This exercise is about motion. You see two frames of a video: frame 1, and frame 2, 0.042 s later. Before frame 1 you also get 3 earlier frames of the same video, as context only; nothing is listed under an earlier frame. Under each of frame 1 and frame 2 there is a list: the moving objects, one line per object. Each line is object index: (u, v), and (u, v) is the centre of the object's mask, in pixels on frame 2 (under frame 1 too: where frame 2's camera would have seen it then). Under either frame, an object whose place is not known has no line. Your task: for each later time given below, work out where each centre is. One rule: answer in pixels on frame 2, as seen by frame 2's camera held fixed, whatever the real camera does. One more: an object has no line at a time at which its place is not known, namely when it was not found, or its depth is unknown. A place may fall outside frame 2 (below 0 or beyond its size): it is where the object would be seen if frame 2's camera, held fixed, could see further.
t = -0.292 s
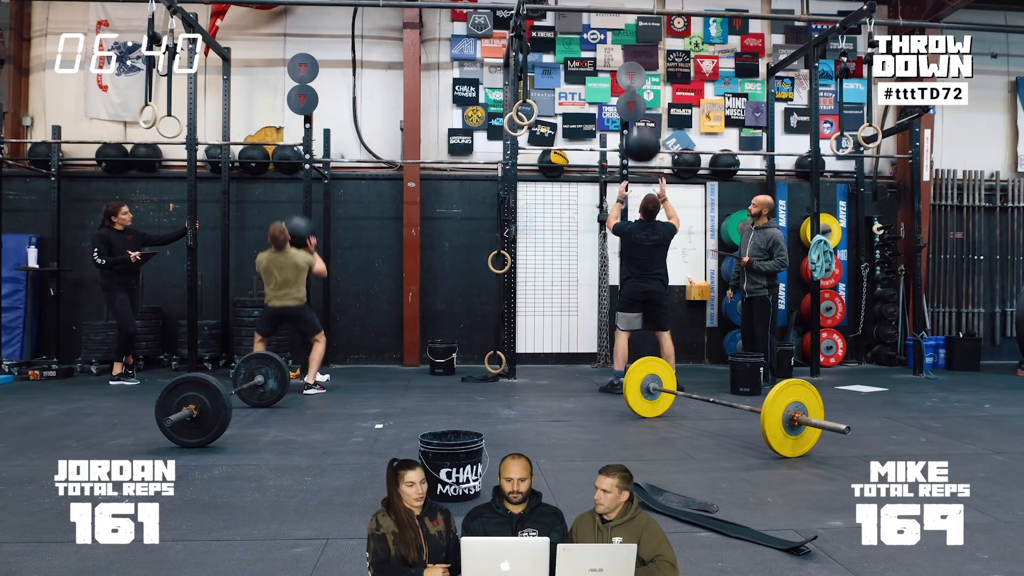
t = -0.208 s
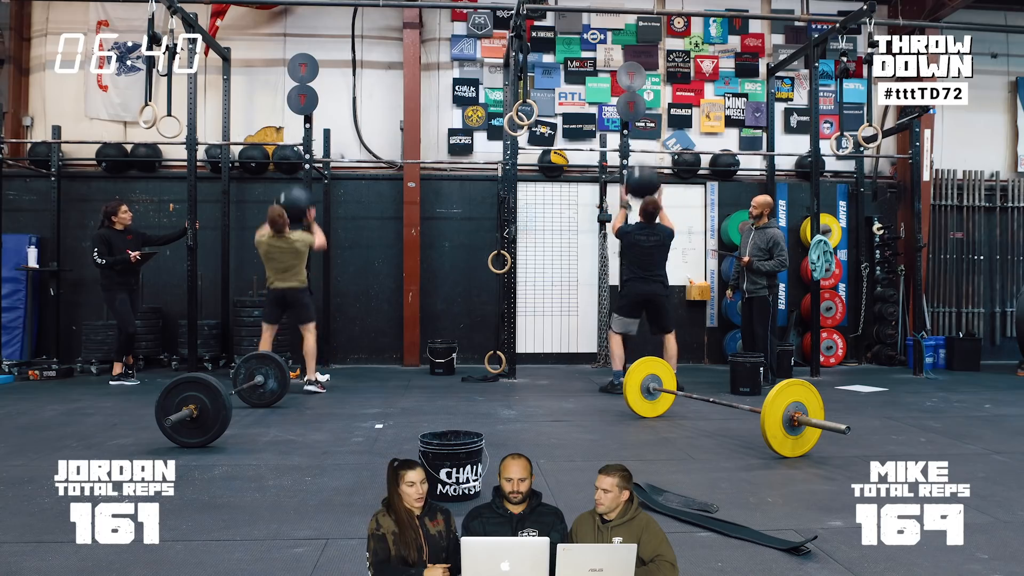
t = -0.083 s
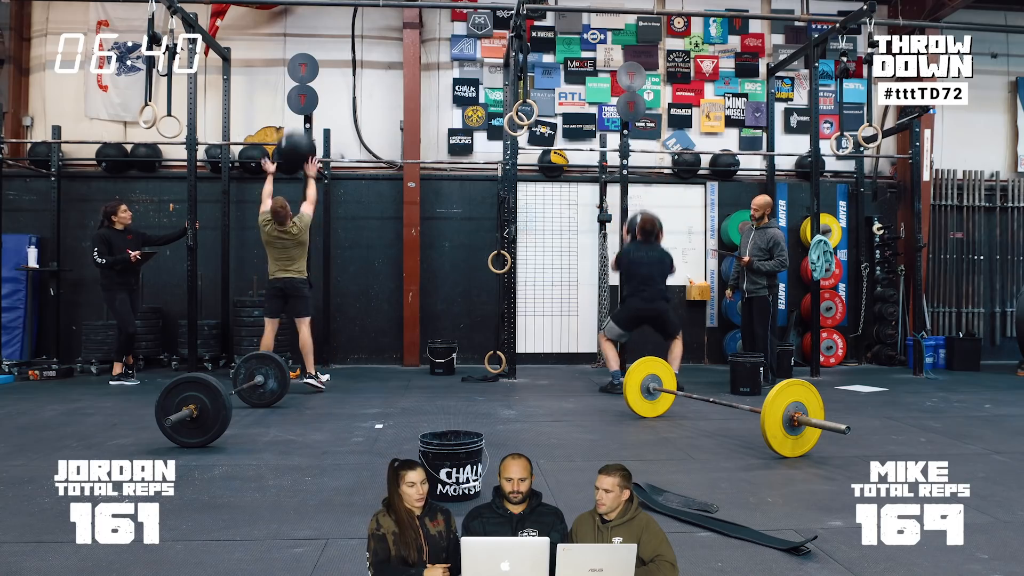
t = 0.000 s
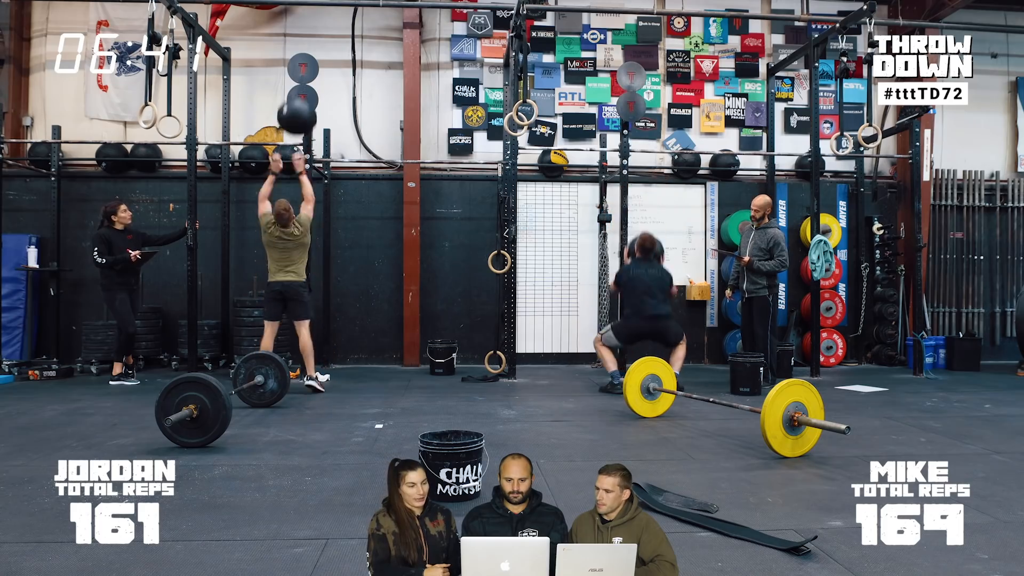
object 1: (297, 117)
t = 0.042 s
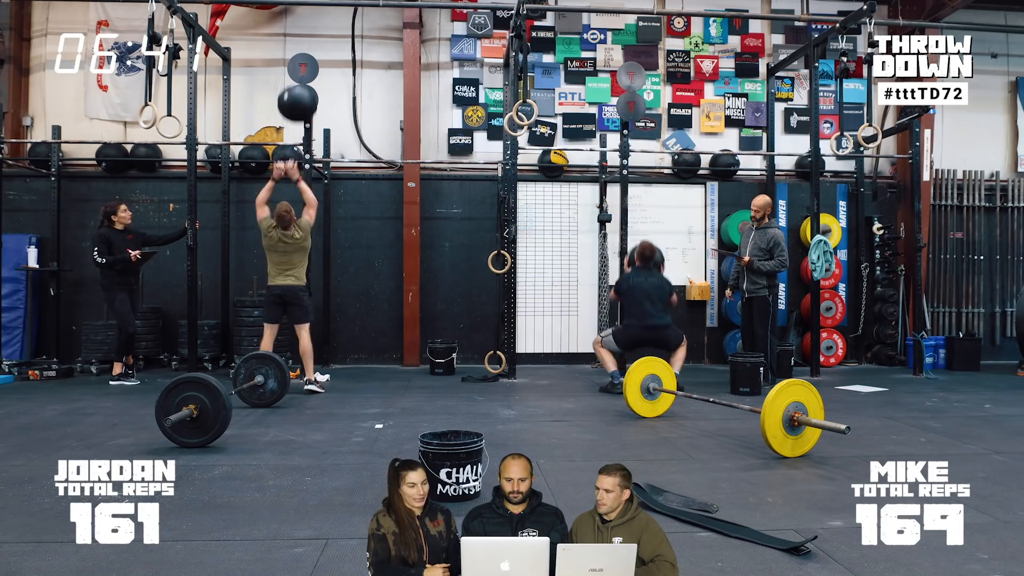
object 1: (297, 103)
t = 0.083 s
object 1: (297, 92)
